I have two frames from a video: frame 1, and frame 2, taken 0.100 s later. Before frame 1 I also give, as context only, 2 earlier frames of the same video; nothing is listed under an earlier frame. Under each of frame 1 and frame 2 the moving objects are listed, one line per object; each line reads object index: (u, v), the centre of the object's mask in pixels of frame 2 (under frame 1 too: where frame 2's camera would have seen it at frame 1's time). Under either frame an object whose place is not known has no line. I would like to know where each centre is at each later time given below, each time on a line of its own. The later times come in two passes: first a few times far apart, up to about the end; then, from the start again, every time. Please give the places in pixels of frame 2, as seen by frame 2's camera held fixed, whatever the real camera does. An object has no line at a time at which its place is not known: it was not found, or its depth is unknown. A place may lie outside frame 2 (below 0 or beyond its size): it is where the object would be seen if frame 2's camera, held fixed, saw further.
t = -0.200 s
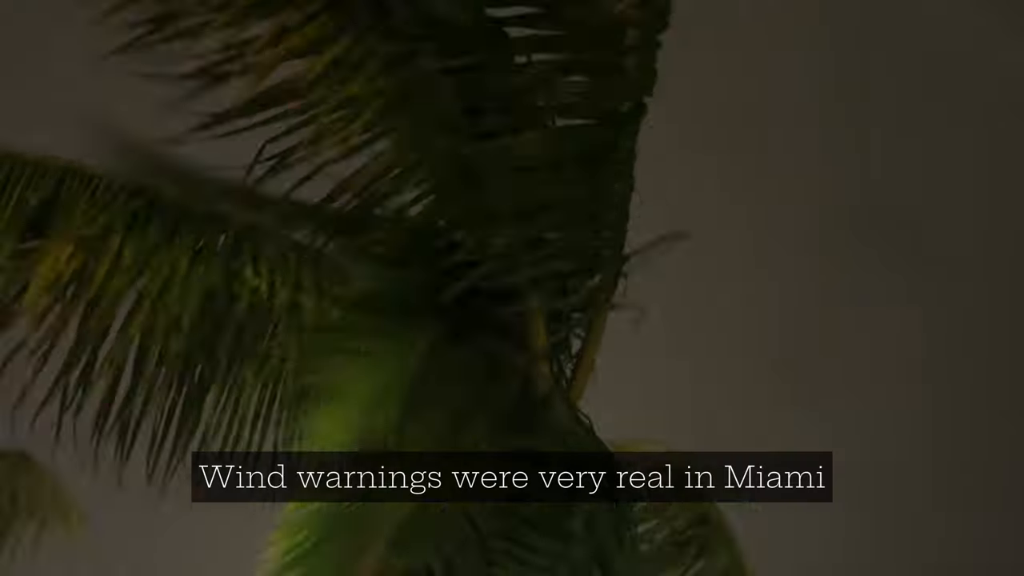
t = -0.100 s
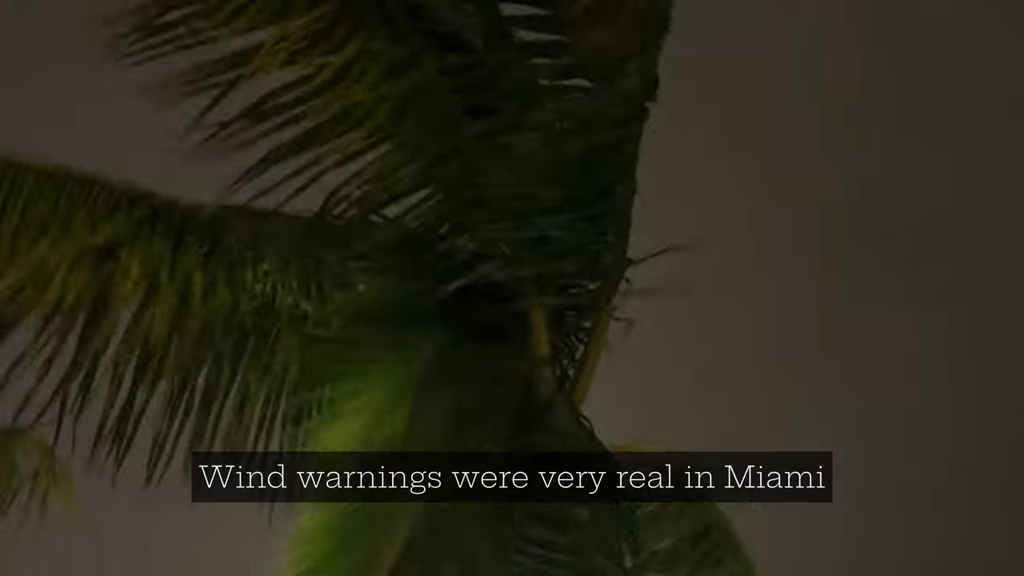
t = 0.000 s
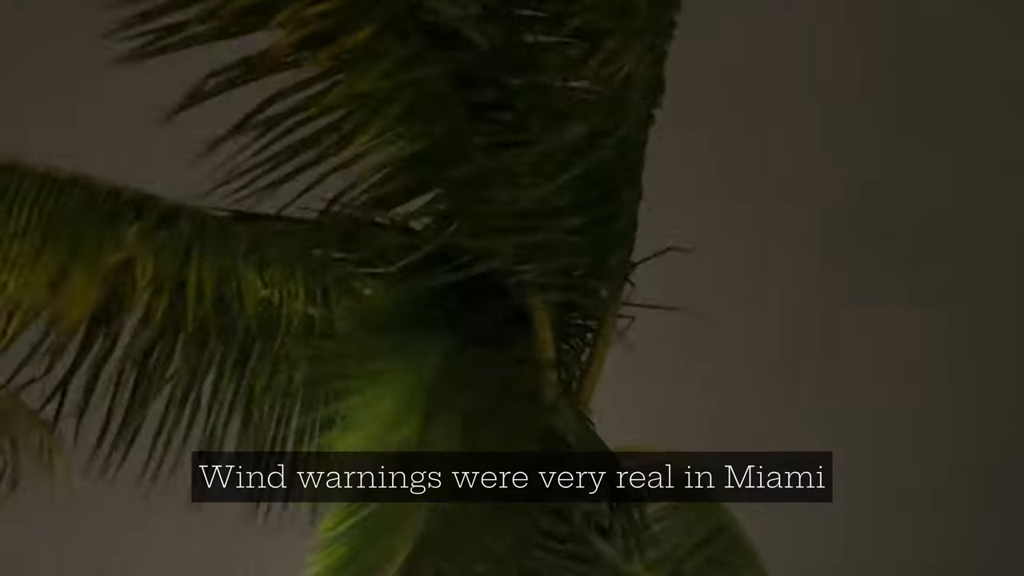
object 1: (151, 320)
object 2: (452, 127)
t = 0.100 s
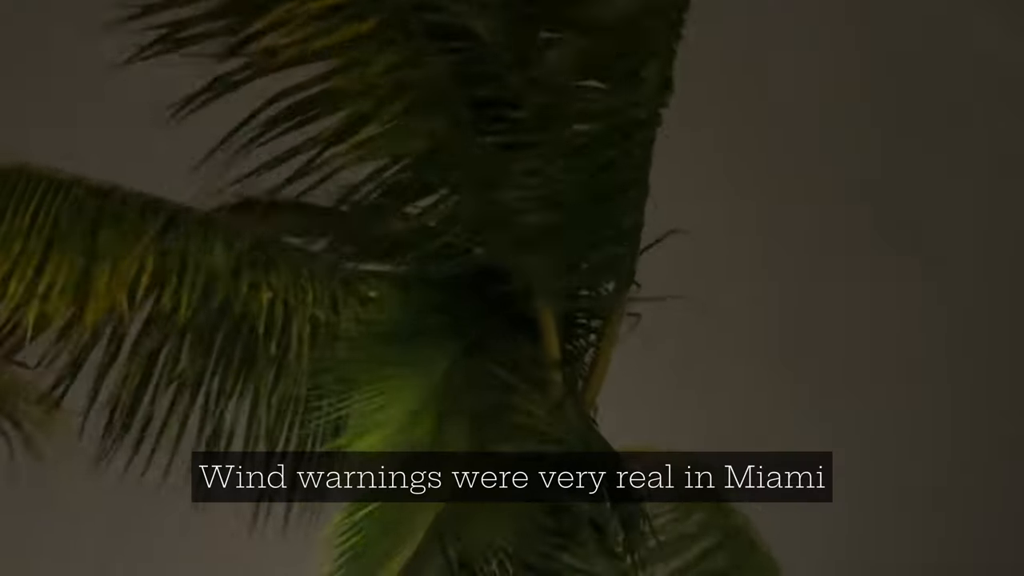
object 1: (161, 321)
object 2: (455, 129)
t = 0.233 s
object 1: (169, 317)
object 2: (458, 128)
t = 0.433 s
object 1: (180, 314)
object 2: (470, 134)
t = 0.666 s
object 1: (189, 299)
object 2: (507, 154)
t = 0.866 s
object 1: (202, 277)
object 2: (536, 154)
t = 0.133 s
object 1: (165, 320)
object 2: (455, 129)
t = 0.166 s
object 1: (165, 320)
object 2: (455, 129)
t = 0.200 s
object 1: (168, 318)
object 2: (454, 128)
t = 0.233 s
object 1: (169, 317)
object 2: (458, 128)
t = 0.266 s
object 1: (171, 315)
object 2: (459, 128)
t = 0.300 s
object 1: (173, 315)
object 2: (463, 128)
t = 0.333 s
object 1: (173, 314)
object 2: (467, 130)
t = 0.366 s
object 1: (176, 314)
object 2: (469, 129)
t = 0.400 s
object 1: (177, 314)
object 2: (468, 131)
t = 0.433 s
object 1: (180, 314)
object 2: (470, 134)
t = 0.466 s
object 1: (185, 314)
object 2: (473, 134)
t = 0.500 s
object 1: (186, 314)
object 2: (479, 137)
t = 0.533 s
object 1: (188, 313)
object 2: (487, 141)
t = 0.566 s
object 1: (188, 310)
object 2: (493, 146)
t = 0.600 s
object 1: (192, 307)
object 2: (497, 150)
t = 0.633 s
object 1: (189, 303)
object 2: (502, 153)
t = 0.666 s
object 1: (189, 299)
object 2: (507, 154)
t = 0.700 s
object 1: (189, 294)
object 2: (513, 156)
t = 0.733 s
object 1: (191, 291)
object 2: (517, 154)
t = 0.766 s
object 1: (194, 289)
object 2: (522, 155)
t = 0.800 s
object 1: (198, 283)
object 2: (526, 155)
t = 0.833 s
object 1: (202, 281)
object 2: (531, 153)
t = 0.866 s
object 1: (202, 277)
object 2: (536, 154)
